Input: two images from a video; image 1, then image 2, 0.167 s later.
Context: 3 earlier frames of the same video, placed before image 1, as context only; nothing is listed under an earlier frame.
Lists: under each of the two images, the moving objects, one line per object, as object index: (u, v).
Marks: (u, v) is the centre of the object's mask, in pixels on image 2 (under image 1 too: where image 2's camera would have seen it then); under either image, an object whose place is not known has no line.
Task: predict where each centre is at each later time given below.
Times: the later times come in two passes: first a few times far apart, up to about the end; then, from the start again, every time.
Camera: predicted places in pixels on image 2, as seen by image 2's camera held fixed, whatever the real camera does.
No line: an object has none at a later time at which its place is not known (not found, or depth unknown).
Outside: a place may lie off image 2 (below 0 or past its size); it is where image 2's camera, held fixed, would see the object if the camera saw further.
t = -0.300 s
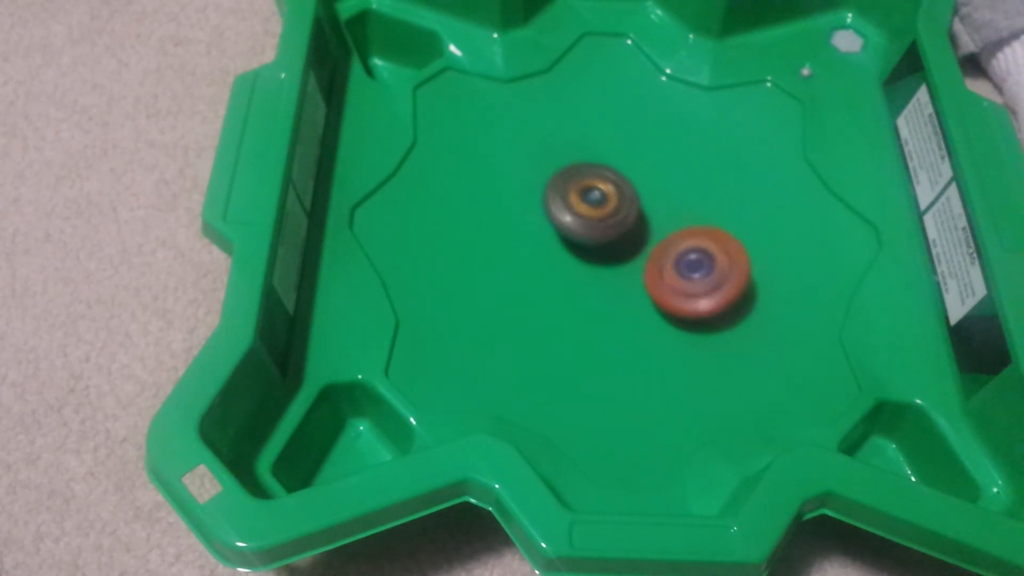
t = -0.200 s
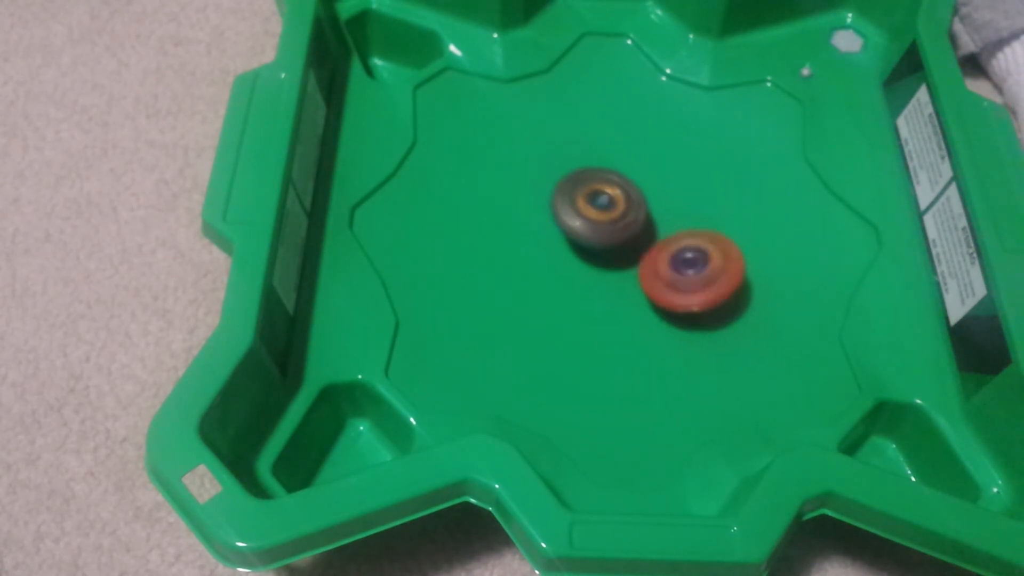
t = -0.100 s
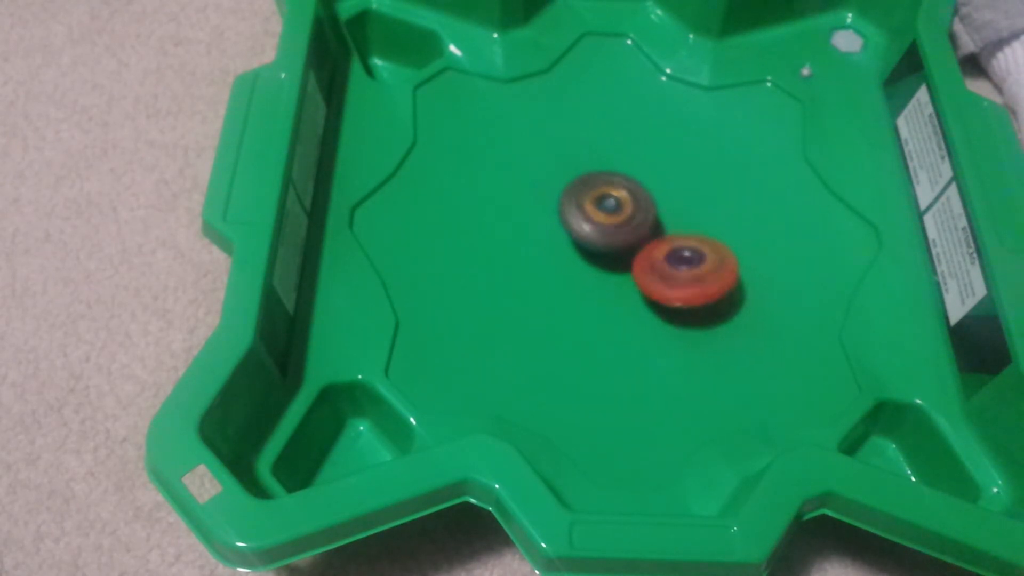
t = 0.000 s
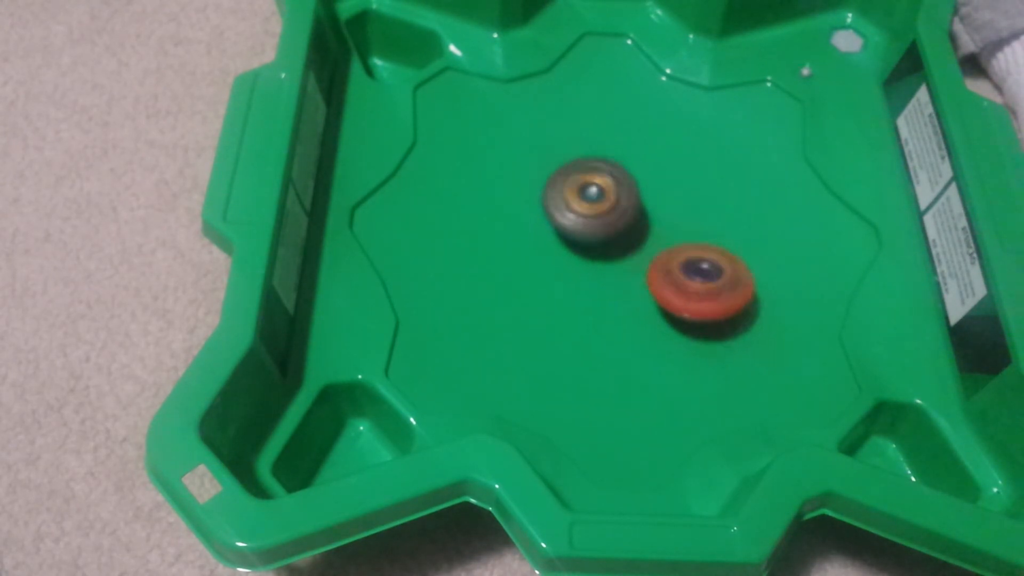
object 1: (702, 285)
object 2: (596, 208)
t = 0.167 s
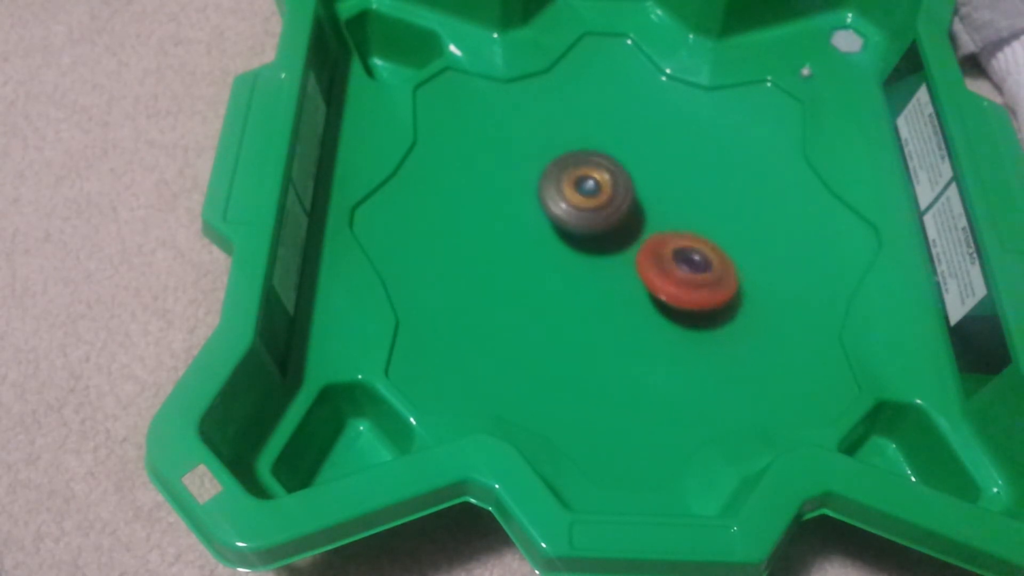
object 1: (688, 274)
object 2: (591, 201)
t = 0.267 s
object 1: (683, 265)
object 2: (589, 203)
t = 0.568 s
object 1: (699, 249)
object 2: (584, 213)
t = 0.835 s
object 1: (696, 244)
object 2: (596, 228)
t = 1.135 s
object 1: (696, 248)
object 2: (588, 229)
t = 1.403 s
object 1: (688, 238)
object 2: (579, 233)
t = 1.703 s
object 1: (692, 226)
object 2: (587, 232)
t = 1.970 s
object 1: (699, 226)
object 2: (582, 227)
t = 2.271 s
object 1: (689, 222)
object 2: (582, 236)
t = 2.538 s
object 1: (692, 214)
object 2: (592, 237)
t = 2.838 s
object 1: (683, 213)
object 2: (595, 235)
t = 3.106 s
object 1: (681, 221)
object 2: (579, 226)
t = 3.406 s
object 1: (690, 214)
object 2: (577, 228)
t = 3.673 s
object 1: (754, 212)
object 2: (538, 244)
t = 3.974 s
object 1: (689, 263)
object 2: (548, 242)
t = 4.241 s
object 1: (702, 271)
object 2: (496, 224)
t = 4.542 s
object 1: (647, 230)
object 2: (557, 225)
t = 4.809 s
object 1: (675, 228)
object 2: (563, 199)
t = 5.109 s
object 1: (650, 261)
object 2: (557, 191)
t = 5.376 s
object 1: (637, 257)
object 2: (568, 193)
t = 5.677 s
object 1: (613, 253)
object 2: (604, 174)
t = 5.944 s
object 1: (566, 232)
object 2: (611, 178)
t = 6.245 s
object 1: (572, 244)
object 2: (640, 189)
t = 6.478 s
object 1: (579, 261)
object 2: (647, 192)
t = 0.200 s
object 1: (686, 271)
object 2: (590, 202)
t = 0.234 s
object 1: (684, 268)
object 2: (590, 202)
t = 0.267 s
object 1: (683, 265)
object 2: (589, 203)
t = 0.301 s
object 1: (681, 262)
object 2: (589, 204)
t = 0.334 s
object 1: (680, 258)
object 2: (590, 205)
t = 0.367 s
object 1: (680, 255)
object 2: (590, 207)
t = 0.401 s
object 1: (680, 253)
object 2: (592, 208)
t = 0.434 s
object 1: (680, 250)
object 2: (593, 210)
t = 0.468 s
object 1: (687, 250)
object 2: (591, 211)
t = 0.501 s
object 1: (695, 250)
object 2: (588, 212)
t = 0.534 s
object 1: (699, 250)
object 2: (585, 212)
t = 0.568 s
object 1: (699, 249)
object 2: (584, 213)
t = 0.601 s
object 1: (700, 248)
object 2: (584, 214)
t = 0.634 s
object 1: (700, 246)
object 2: (584, 216)
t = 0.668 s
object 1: (699, 245)
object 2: (585, 218)
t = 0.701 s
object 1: (700, 244)
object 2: (586, 220)
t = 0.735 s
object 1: (699, 244)
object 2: (588, 222)
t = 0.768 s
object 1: (699, 243)
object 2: (590, 224)
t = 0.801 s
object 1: (698, 244)
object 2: (593, 226)
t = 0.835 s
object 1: (696, 244)
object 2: (596, 228)
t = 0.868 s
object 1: (696, 244)
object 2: (598, 229)
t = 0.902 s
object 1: (698, 244)
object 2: (598, 230)
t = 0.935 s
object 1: (700, 245)
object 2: (597, 231)
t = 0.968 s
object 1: (699, 246)
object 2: (597, 231)
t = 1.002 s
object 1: (697, 247)
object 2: (597, 230)
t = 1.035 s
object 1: (696, 248)
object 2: (596, 230)
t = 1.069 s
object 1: (698, 248)
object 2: (593, 231)
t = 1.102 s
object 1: (698, 248)
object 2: (590, 230)
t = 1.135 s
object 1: (696, 248)
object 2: (588, 229)
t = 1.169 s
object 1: (692, 247)
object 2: (586, 230)
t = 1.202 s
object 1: (688, 245)
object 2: (585, 230)
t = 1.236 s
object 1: (686, 244)
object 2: (585, 231)
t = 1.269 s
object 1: (687, 244)
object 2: (583, 231)
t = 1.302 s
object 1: (690, 243)
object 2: (579, 232)
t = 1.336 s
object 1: (691, 242)
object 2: (579, 232)
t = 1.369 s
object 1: (690, 241)
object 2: (579, 232)
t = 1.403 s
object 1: (688, 238)
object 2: (579, 233)
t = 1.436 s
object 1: (687, 236)
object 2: (581, 234)
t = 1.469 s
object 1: (686, 233)
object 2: (583, 235)
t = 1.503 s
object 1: (685, 230)
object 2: (585, 235)
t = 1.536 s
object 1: (686, 229)
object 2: (586, 235)
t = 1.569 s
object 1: (689, 228)
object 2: (586, 235)
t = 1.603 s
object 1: (692, 228)
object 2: (585, 234)
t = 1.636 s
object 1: (693, 227)
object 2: (585, 233)
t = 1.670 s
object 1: (692, 227)
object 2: (586, 232)
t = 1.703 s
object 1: (692, 226)
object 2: (587, 232)
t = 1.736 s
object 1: (693, 225)
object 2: (589, 231)
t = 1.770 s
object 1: (692, 225)
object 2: (591, 230)
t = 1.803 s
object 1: (693, 225)
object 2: (593, 229)
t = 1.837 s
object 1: (695, 224)
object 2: (592, 229)
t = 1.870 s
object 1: (701, 224)
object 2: (588, 228)
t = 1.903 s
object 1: (703, 226)
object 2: (585, 228)
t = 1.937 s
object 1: (702, 227)
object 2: (583, 227)
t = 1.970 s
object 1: (699, 226)
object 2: (582, 227)
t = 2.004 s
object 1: (697, 226)
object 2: (581, 228)
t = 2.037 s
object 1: (694, 226)
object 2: (581, 228)
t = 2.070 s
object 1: (691, 227)
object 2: (580, 229)
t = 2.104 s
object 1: (689, 226)
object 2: (581, 230)
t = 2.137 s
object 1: (686, 226)
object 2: (582, 231)
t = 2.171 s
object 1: (684, 225)
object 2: (584, 232)
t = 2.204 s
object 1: (686, 223)
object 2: (582, 233)
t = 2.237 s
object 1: (688, 222)
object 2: (581, 235)
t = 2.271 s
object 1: (689, 222)
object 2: (582, 236)
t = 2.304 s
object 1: (686, 219)
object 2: (583, 236)
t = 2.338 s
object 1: (684, 218)
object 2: (586, 237)
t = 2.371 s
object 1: (683, 216)
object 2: (588, 238)
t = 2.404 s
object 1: (684, 214)
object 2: (589, 238)
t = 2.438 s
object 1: (686, 214)
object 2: (590, 238)
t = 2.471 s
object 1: (687, 214)
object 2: (592, 238)
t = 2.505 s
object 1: (690, 214)
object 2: (591, 238)
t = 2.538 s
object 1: (692, 214)
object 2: (592, 237)
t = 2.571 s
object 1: (692, 213)
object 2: (593, 237)
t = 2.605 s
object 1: (695, 213)
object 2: (591, 237)
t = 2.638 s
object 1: (696, 214)
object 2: (590, 237)
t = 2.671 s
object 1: (694, 213)
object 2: (591, 236)
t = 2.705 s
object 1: (692, 213)
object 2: (591, 236)
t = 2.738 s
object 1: (690, 214)
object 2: (591, 235)
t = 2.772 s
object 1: (687, 213)
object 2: (593, 235)
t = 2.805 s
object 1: (685, 213)
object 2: (593, 235)
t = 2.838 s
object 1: (683, 213)
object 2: (595, 235)
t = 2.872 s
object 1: (686, 215)
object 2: (591, 233)
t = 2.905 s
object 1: (692, 216)
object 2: (584, 231)
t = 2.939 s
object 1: (696, 219)
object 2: (580, 230)
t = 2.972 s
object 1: (694, 219)
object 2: (579, 229)
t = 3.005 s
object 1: (691, 221)
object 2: (579, 227)
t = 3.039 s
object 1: (687, 221)
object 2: (578, 226)
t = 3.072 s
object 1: (684, 221)
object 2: (578, 226)
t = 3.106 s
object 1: (681, 221)
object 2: (579, 226)
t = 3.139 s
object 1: (679, 221)
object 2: (579, 226)
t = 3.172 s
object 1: (677, 220)
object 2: (580, 225)
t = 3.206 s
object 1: (676, 219)
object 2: (582, 225)
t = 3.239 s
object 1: (676, 218)
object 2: (584, 225)
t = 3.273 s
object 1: (676, 217)
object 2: (585, 225)
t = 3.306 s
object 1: (678, 216)
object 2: (584, 226)
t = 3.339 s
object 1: (679, 215)
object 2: (586, 227)
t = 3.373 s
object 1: (679, 215)
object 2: (586, 227)
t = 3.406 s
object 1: (690, 214)
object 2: (577, 228)
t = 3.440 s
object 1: (709, 211)
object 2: (563, 228)
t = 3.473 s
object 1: (726, 207)
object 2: (550, 230)
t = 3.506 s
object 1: (740, 205)
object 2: (541, 231)
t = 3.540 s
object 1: (750, 204)
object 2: (538, 234)
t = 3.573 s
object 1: (757, 205)
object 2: (536, 235)
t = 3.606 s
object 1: (759, 207)
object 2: (536, 238)
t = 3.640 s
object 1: (759, 210)
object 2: (536, 241)
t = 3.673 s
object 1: (754, 212)
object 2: (538, 244)
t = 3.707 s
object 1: (748, 217)
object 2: (542, 247)
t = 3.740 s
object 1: (740, 222)
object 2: (546, 250)
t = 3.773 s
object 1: (729, 225)
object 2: (552, 251)
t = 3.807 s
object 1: (718, 233)
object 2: (558, 252)
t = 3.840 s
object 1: (705, 239)
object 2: (565, 252)
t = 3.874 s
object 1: (692, 249)
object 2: (573, 252)
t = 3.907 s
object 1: (677, 255)
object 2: (577, 249)
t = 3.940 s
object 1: (673, 261)
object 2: (571, 246)
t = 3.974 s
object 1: (689, 263)
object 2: (548, 242)
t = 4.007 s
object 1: (703, 265)
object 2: (530, 236)
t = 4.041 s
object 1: (714, 267)
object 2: (516, 232)
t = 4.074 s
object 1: (720, 267)
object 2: (508, 227)
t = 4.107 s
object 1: (721, 268)
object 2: (501, 225)
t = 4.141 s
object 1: (719, 270)
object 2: (498, 224)
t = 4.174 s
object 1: (715, 271)
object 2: (496, 222)
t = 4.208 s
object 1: (710, 271)
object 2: (495, 223)
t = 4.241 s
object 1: (702, 271)
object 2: (496, 224)
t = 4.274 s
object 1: (694, 269)
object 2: (497, 225)
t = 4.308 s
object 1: (687, 265)
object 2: (501, 227)
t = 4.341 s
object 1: (680, 261)
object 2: (506, 229)
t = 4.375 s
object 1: (673, 255)
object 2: (512, 231)
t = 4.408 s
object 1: (668, 252)
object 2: (520, 231)
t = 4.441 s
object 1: (662, 247)
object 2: (528, 231)
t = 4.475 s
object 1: (657, 243)
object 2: (539, 230)
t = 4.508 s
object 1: (650, 238)
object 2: (551, 228)
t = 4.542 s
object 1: (647, 230)
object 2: (557, 225)
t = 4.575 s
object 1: (653, 228)
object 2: (562, 220)
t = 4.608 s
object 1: (660, 227)
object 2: (563, 216)
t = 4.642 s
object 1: (666, 226)
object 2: (563, 213)
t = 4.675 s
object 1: (671, 226)
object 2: (565, 209)
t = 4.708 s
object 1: (673, 226)
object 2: (565, 204)
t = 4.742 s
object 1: (676, 226)
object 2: (564, 202)
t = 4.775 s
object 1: (676, 227)
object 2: (565, 200)
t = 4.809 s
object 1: (675, 228)
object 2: (563, 199)
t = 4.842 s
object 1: (673, 229)
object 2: (564, 199)
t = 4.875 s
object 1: (668, 227)
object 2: (564, 198)
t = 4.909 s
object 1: (666, 229)
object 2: (565, 199)
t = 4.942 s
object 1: (664, 238)
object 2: (566, 200)
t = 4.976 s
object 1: (657, 237)
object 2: (567, 199)
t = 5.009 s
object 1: (651, 238)
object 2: (567, 200)
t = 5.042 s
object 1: (651, 248)
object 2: (562, 198)
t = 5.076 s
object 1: (652, 256)
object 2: (560, 193)
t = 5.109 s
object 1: (650, 261)
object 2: (557, 191)
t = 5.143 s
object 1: (648, 263)
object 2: (556, 191)
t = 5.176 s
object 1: (646, 263)
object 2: (556, 191)
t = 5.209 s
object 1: (644, 261)
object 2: (558, 192)
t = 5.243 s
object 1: (644, 260)
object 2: (561, 193)
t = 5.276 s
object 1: (642, 259)
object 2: (563, 193)
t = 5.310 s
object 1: (641, 258)
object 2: (564, 193)
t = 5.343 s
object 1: (640, 259)
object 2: (565, 194)
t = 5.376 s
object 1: (637, 257)
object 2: (568, 193)
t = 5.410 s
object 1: (637, 257)
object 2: (572, 194)
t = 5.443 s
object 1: (634, 253)
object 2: (579, 195)
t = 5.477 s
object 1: (631, 252)
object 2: (585, 194)
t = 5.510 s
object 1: (636, 254)
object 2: (590, 193)
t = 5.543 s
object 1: (631, 250)
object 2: (594, 189)
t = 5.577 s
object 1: (628, 251)
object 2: (597, 185)
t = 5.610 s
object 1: (626, 254)
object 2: (598, 182)
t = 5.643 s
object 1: (620, 254)
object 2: (601, 178)
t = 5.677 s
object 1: (613, 253)
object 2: (604, 174)
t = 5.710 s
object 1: (608, 252)
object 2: (604, 171)
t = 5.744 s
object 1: (603, 249)
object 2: (604, 171)
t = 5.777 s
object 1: (595, 245)
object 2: (604, 170)
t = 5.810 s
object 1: (588, 241)
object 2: (605, 169)
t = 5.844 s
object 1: (581, 238)
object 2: (606, 170)
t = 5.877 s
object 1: (577, 236)
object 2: (608, 172)
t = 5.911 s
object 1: (570, 233)
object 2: (609, 174)
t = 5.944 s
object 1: (566, 232)
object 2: (611, 178)
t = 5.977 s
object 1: (560, 232)
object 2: (614, 182)
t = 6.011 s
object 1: (556, 233)
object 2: (616, 185)
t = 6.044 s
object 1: (556, 233)
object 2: (619, 188)
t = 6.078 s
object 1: (557, 234)
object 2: (624, 190)
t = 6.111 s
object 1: (561, 236)
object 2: (629, 191)
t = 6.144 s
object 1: (565, 238)
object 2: (633, 192)
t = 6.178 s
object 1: (568, 240)
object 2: (636, 192)
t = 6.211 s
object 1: (571, 242)
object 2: (639, 191)
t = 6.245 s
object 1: (572, 244)
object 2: (640, 189)
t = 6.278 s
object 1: (574, 246)
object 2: (642, 189)
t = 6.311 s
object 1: (576, 248)
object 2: (644, 188)
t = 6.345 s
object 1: (577, 250)
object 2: (644, 188)
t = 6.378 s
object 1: (578, 253)
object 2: (645, 189)
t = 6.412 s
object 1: (578, 254)
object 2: (646, 189)
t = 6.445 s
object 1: (579, 258)
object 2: (647, 190)
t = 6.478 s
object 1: (579, 261)
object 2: (647, 192)
